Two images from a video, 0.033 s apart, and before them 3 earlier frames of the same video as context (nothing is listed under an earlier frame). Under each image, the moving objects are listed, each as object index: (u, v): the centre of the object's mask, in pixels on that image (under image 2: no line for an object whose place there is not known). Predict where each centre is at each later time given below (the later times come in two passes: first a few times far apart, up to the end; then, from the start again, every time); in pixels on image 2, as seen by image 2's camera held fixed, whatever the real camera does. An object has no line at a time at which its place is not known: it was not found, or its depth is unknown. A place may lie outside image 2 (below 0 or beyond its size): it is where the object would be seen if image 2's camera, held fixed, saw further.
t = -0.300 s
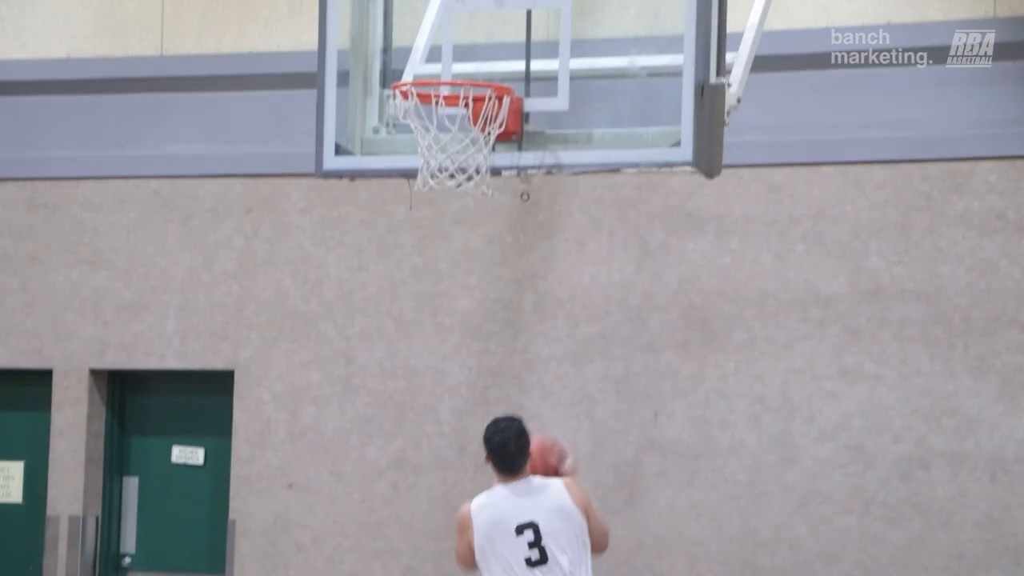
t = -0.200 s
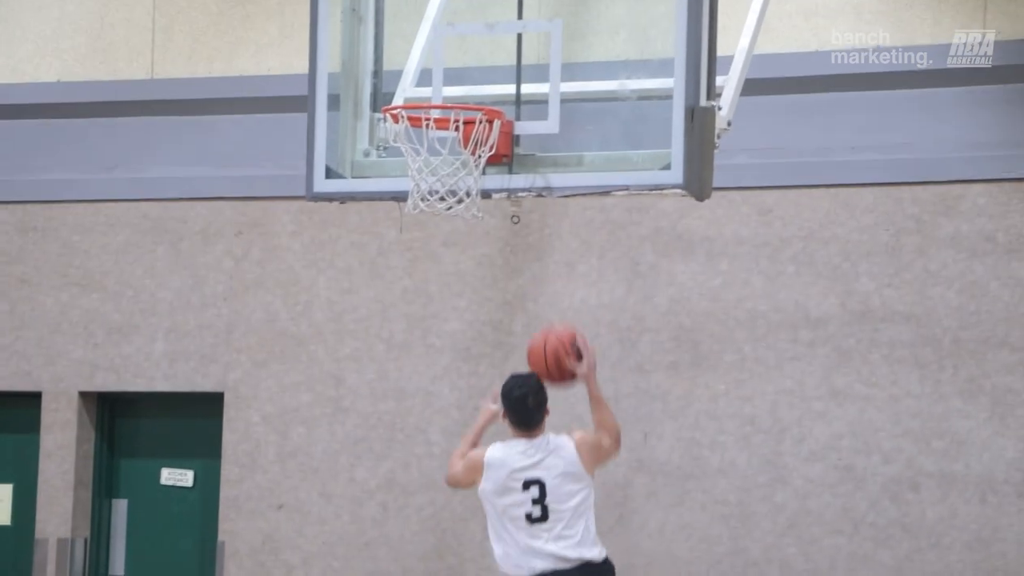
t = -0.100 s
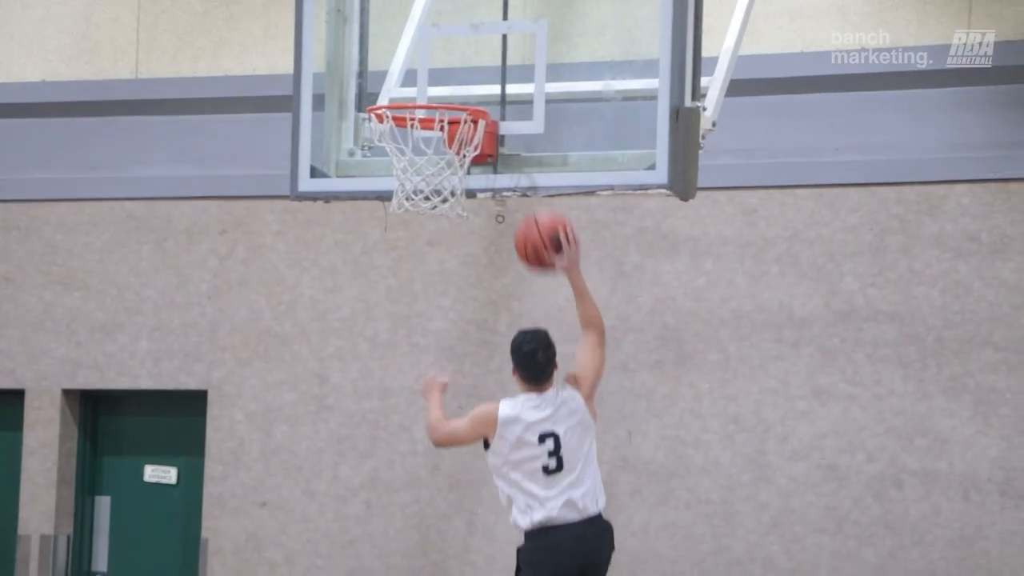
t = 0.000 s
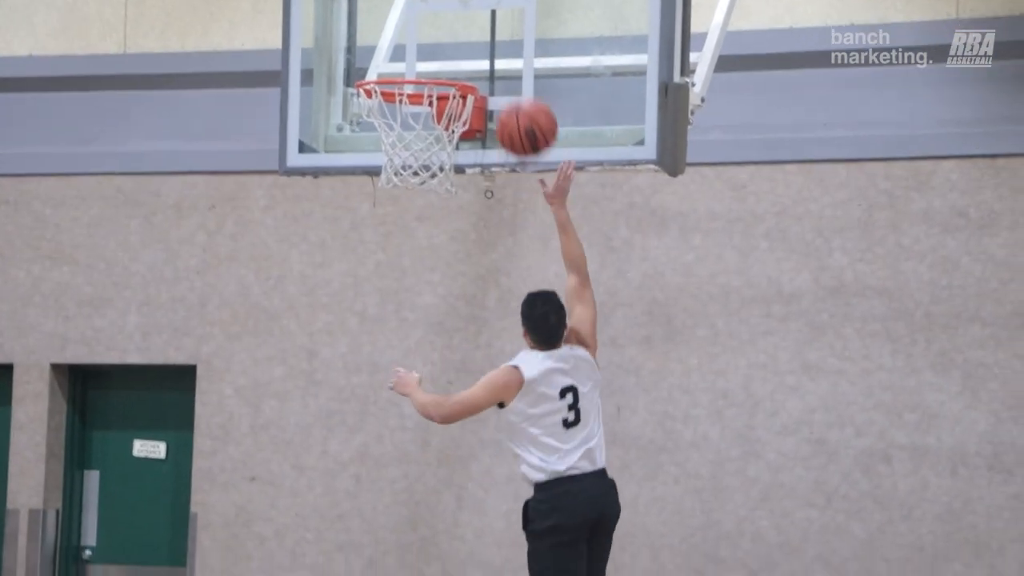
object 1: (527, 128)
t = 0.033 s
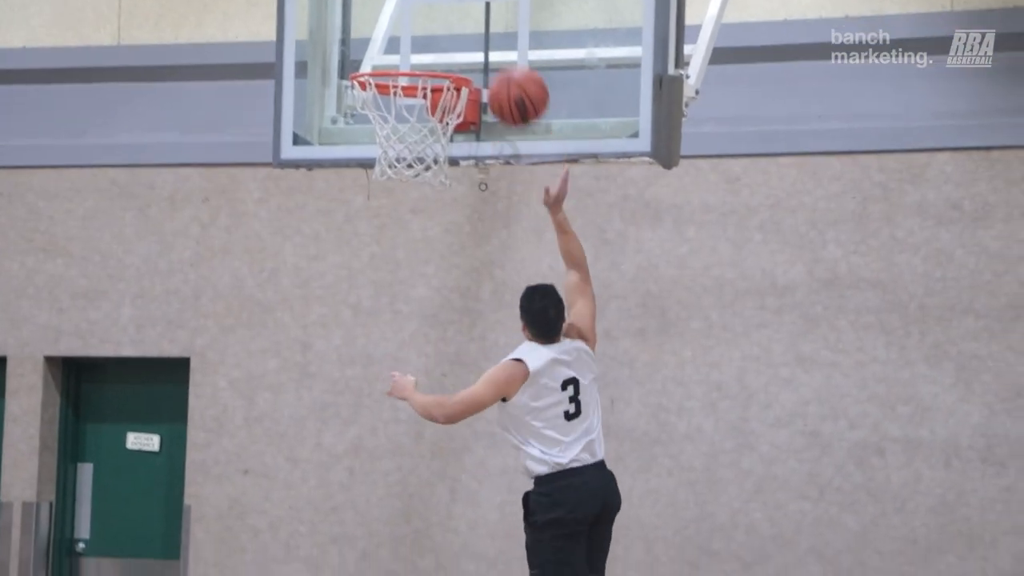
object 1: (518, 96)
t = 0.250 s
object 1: (499, 18)
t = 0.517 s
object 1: (426, 49)
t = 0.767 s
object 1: (375, 189)
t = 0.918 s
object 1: (366, 307)
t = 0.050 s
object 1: (516, 86)
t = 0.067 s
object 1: (516, 76)
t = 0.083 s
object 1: (514, 66)
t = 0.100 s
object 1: (513, 58)
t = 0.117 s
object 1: (511, 50)
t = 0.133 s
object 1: (510, 43)
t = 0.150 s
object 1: (508, 38)
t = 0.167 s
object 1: (507, 34)
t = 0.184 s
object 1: (505, 30)
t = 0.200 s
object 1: (504, 27)
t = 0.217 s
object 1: (502, 24)
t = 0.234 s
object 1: (501, 21)
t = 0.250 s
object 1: (499, 18)
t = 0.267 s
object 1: (498, 16)
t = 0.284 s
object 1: (495, 14)
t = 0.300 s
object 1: (493, 12)
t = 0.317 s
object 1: (488, 11)
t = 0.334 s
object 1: (483, 9)
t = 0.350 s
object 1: (478, 9)
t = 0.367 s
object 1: (473, 9)
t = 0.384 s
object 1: (467, 10)
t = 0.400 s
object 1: (462, 13)
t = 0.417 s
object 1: (457, 16)
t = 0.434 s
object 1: (452, 21)
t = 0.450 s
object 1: (447, 25)
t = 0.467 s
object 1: (442, 30)
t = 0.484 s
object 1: (436, 37)
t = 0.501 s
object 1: (431, 44)
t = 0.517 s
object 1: (426, 49)
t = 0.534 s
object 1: (421, 54)
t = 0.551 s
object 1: (414, 63)
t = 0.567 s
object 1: (409, 79)
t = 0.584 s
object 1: (403, 91)
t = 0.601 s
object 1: (399, 102)
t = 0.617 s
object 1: (394, 112)
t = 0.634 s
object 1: (388, 124)
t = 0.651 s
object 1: (384, 135)
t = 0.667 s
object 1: (382, 143)
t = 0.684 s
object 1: (382, 170)
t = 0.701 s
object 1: (380, 169)
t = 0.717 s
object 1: (379, 169)
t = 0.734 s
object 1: (377, 173)
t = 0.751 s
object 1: (376, 181)
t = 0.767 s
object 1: (375, 189)
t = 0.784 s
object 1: (374, 200)
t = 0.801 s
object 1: (373, 210)
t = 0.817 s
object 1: (372, 222)
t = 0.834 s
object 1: (371, 234)
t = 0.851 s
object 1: (370, 247)
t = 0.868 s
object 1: (369, 261)
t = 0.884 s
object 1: (368, 275)
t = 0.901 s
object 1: (367, 291)
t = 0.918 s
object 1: (366, 307)
